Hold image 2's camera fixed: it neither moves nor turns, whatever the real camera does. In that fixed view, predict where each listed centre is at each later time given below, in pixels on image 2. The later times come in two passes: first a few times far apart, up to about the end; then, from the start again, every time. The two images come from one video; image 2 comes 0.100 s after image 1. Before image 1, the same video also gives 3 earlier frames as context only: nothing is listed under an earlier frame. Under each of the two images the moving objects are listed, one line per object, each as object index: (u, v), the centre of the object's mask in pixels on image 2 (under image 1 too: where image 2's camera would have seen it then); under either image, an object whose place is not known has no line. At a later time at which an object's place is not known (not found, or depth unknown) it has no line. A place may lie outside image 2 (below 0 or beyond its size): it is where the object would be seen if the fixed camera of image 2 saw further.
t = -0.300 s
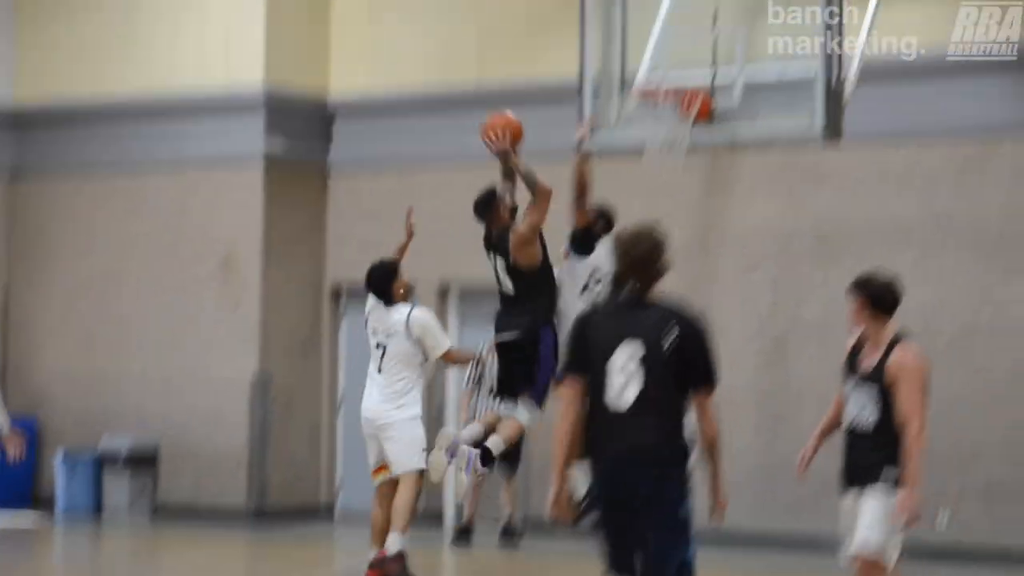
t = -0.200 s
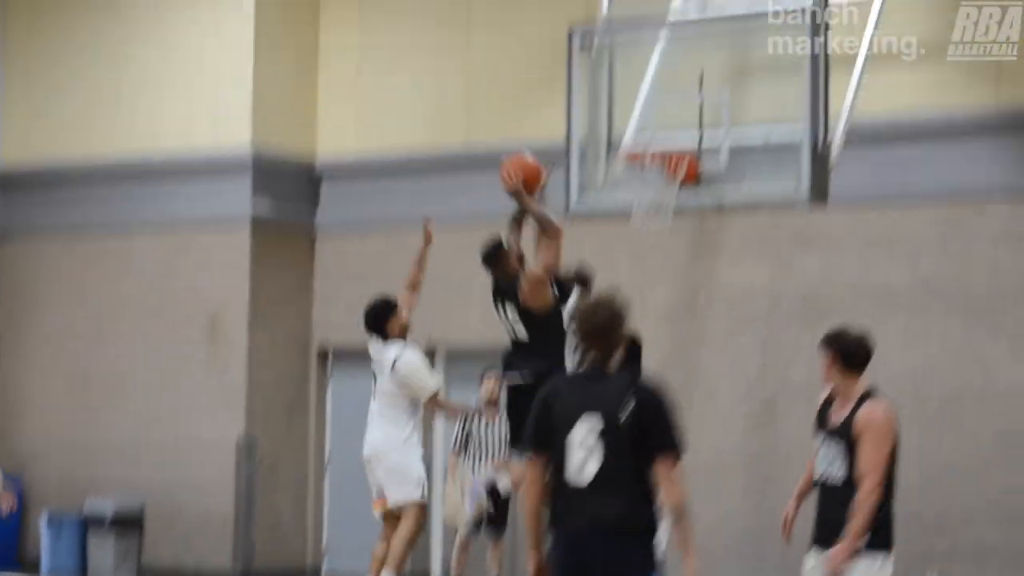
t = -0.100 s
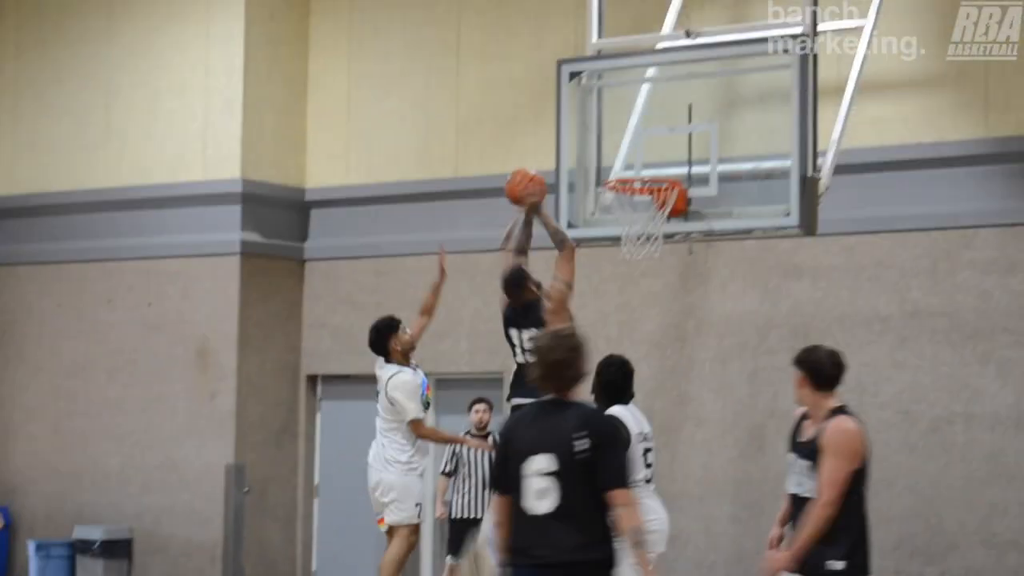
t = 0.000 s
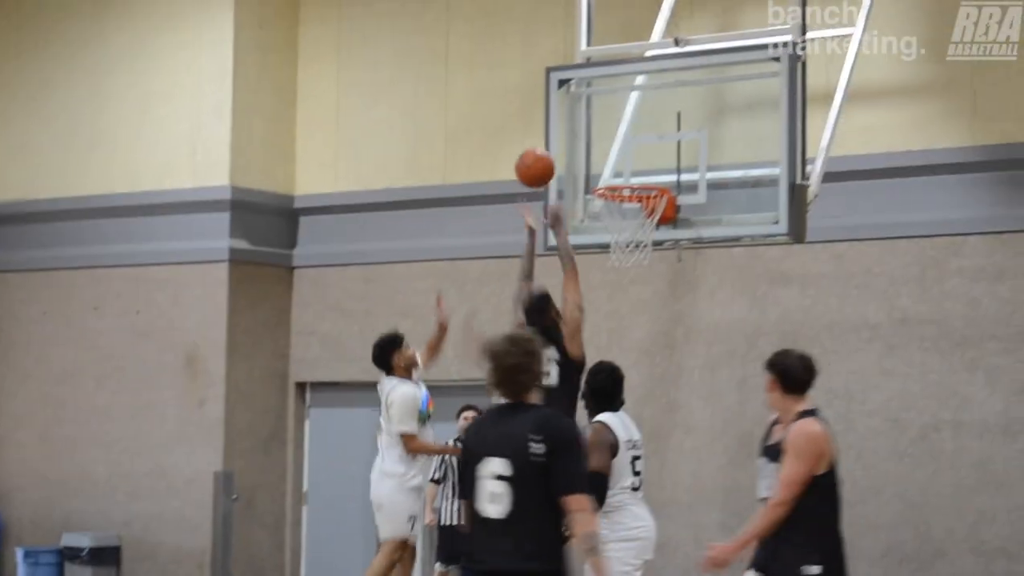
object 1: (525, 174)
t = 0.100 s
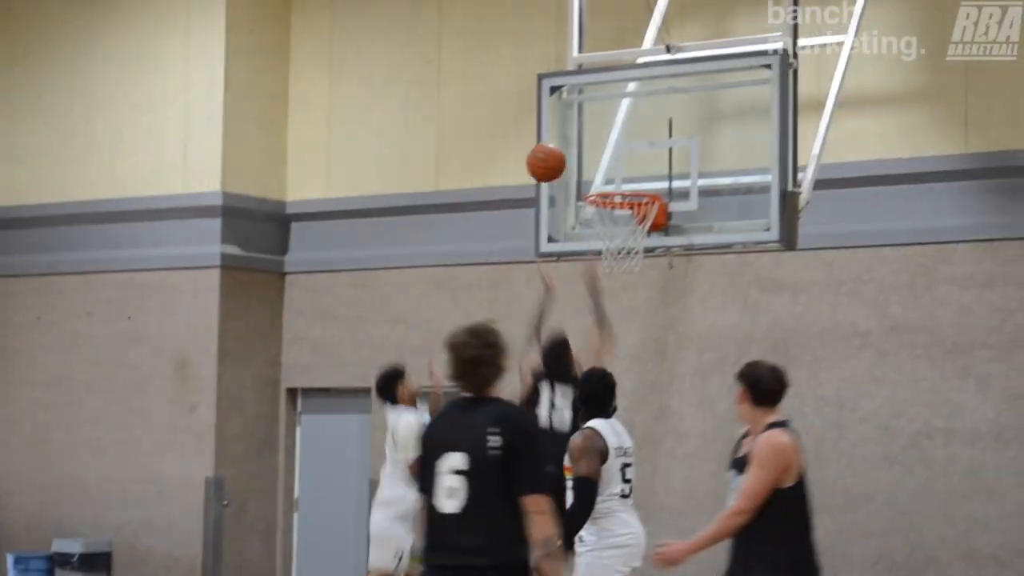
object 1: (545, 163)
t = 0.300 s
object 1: (579, 183)
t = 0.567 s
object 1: (506, 203)
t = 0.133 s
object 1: (552, 162)
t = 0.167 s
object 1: (558, 163)
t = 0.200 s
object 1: (564, 166)
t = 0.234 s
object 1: (570, 171)
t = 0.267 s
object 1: (577, 177)
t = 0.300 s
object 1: (579, 183)
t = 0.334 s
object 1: (572, 181)
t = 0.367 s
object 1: (563, 178)
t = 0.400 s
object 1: (553, 178)
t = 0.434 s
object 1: (544, 179)
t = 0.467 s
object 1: (535, 182)
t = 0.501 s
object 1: (526, 186)
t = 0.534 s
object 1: (516, 194)
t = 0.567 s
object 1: (506, 203)
